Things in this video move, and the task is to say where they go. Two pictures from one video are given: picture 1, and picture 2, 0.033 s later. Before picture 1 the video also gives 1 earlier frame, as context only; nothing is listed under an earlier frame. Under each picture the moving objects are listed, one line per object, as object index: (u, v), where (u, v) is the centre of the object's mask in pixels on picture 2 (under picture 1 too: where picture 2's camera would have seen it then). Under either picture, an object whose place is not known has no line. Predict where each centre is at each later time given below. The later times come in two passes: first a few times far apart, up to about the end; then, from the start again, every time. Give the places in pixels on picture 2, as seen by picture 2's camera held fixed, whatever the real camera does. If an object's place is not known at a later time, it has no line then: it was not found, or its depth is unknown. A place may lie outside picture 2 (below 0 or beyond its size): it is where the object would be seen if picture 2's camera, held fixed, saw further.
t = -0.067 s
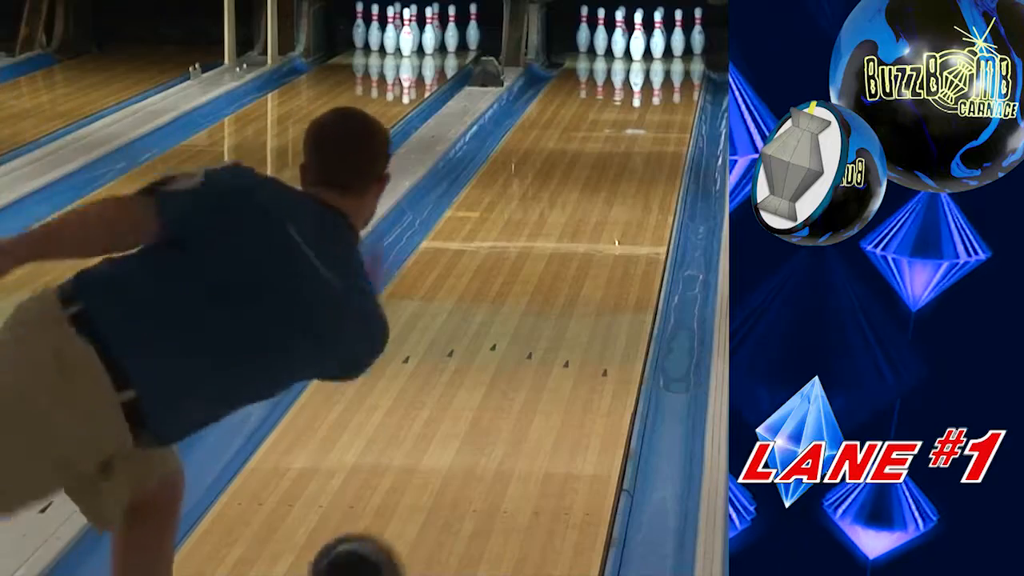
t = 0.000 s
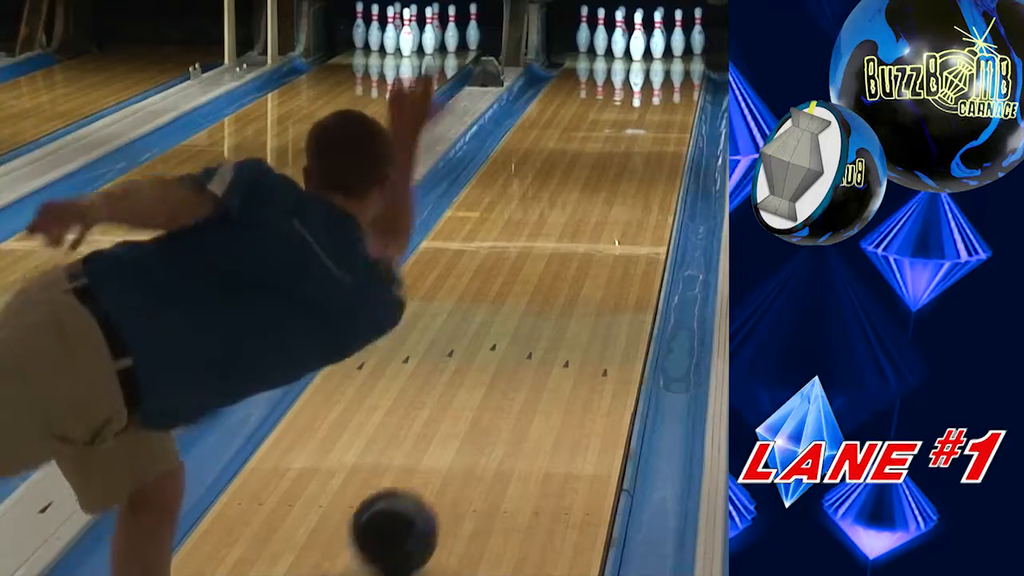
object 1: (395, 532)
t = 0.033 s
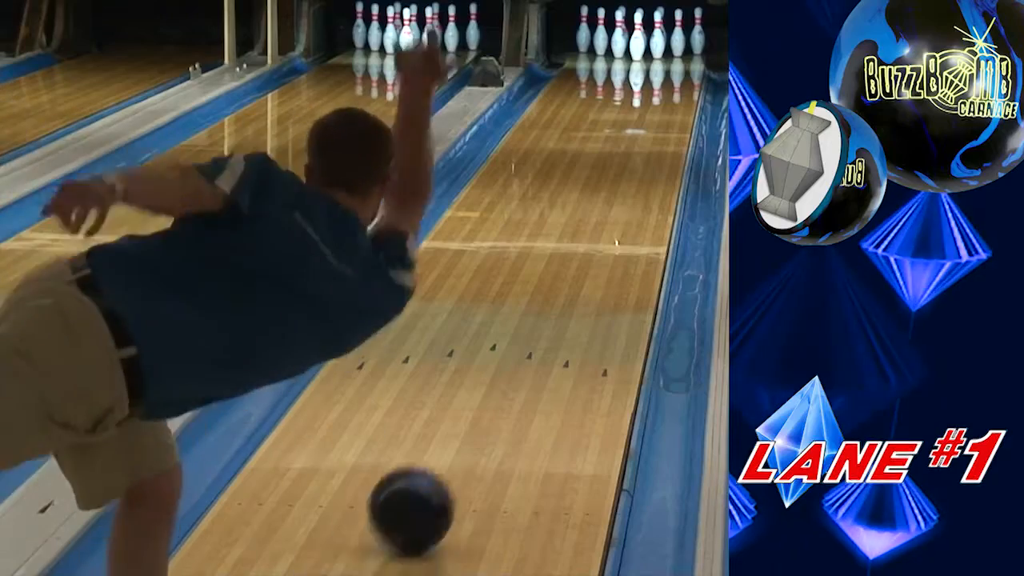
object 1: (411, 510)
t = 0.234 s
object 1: (493, 395)
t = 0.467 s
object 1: (558, 302)
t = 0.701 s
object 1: (603, 235)
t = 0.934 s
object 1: (635, 185)
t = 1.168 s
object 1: (658, 144)
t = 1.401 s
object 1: (670, 116)
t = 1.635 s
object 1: (674, 91)
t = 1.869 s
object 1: (666, 71)
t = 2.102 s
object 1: (652, 55)
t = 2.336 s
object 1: (636, 44)
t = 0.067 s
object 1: (427, 488)
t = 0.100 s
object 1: (442, 467)
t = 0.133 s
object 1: (456, 448)
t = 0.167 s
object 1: (469, 428)
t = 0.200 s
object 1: (482, 411)
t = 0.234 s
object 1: (493, 395)
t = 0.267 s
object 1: (504, 380)
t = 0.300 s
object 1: (514, 365)
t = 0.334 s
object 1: (524, 351)
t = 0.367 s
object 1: (533, 338)
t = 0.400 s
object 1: (542, 326)
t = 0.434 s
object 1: (550, 314)
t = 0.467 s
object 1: (558, 302)
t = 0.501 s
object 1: (566, 291)
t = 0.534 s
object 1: (573, 281)
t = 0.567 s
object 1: (579, 271)
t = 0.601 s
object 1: (586, 262)
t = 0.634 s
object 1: (592, 253)
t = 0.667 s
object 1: (598, 244)
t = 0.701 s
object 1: (603, 235)
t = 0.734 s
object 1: (609, 227)
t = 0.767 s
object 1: (613, 220)
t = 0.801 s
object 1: (618, 213)
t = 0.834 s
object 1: (623, 205)
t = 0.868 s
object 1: (628, 198)
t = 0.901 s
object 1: (631, 192)
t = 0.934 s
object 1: (635, 185)
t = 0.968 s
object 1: (639, 179)
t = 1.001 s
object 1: (642, 173)
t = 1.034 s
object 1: (646, 167)
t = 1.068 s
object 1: (649, 163)
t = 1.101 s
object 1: (651, 157)
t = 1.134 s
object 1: (655, 151)
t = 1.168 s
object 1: (658, 144)
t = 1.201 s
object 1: (659, 142)
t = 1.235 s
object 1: (661, 137)
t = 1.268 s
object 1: (664, 129)
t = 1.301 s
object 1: (665, 128)
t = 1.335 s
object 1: (667, 124)
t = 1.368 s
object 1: (669, 118)
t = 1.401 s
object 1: (670, 116)
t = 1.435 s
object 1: (671, 112)
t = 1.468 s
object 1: (672, 106)
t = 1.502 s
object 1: (672, 104)
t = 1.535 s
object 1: (673, 100)
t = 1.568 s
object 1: (674, 96)
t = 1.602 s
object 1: (673, 94)
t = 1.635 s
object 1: (674, 91)
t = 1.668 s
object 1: (674, 86)
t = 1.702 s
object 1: (673, 84)
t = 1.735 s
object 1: (672, 82)
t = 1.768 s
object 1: (672, 78)
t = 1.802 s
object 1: (670, 76)
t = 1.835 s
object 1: (669, 74)
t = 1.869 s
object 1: (666, 71)
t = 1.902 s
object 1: (666, 69)
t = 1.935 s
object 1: (664, 67)
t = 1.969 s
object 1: (661, 63)
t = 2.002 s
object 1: (660, 62)
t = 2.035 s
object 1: (657, 60)
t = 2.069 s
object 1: (653, 56)
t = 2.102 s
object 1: (652, 55)
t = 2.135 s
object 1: (650, 53)
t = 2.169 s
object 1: (645, 51)
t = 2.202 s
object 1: (643, 50)
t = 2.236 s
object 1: (641, 48)
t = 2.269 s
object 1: (641, 46)
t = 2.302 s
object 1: (642, 46)
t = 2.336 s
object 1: (636, 44)
